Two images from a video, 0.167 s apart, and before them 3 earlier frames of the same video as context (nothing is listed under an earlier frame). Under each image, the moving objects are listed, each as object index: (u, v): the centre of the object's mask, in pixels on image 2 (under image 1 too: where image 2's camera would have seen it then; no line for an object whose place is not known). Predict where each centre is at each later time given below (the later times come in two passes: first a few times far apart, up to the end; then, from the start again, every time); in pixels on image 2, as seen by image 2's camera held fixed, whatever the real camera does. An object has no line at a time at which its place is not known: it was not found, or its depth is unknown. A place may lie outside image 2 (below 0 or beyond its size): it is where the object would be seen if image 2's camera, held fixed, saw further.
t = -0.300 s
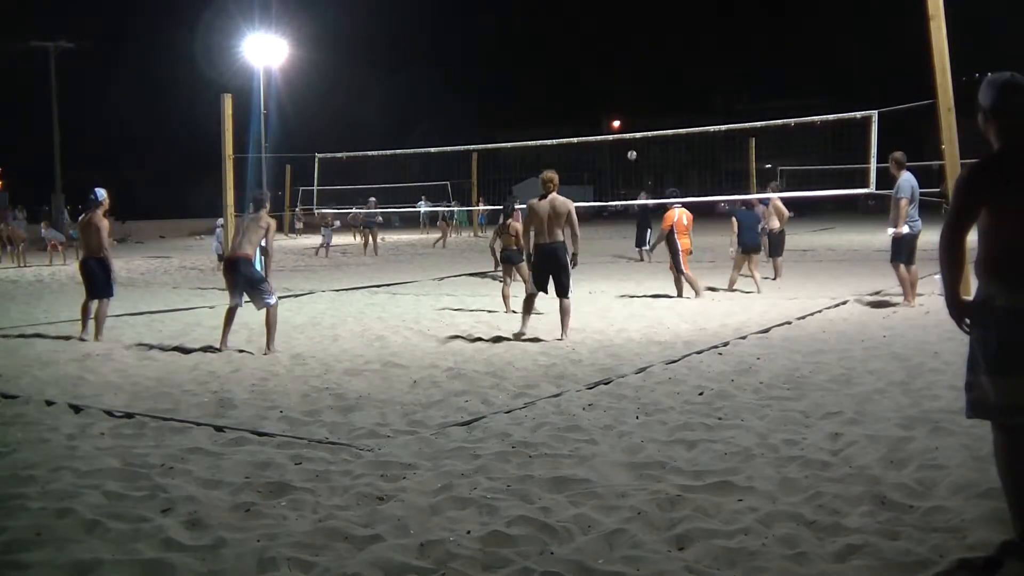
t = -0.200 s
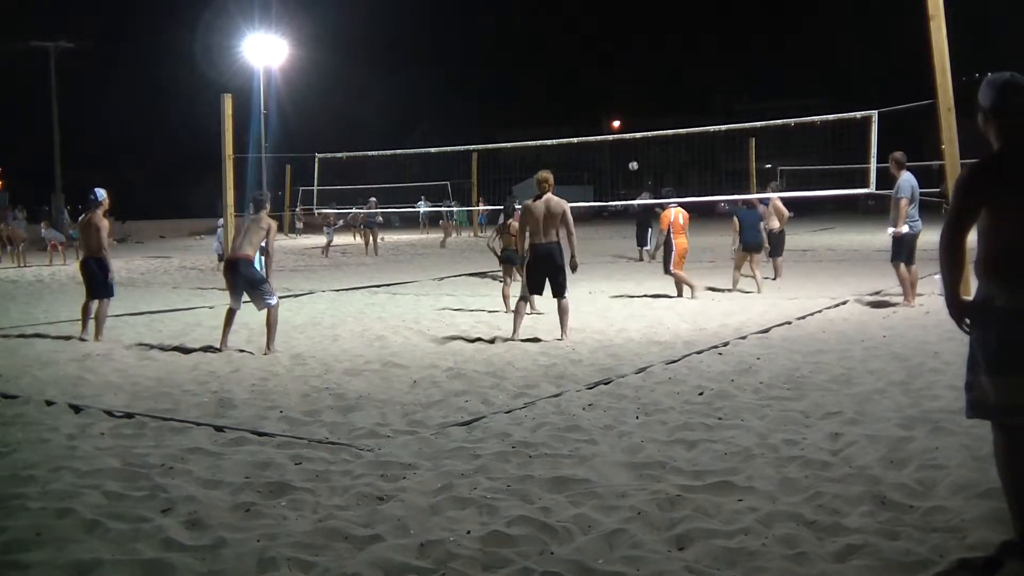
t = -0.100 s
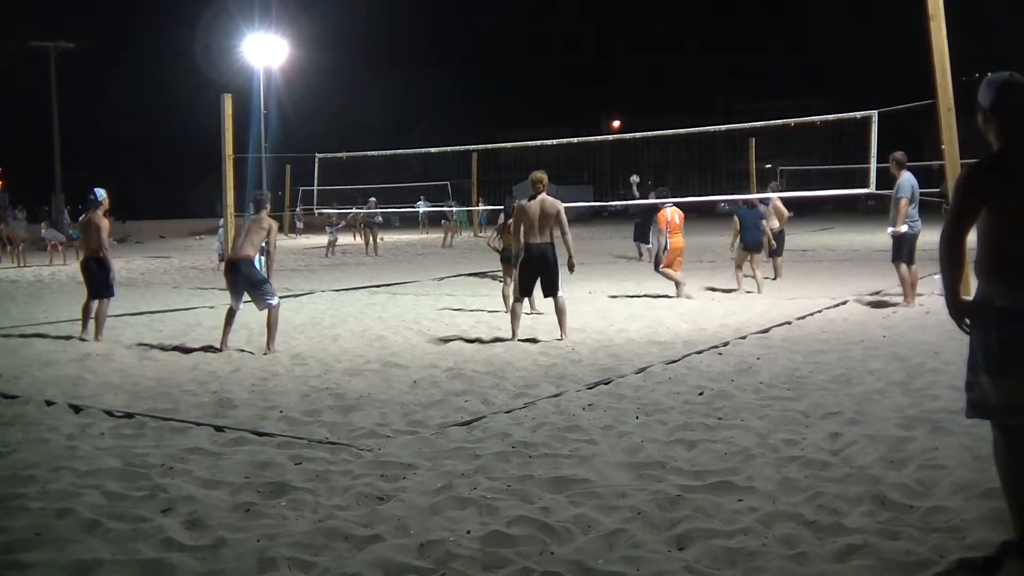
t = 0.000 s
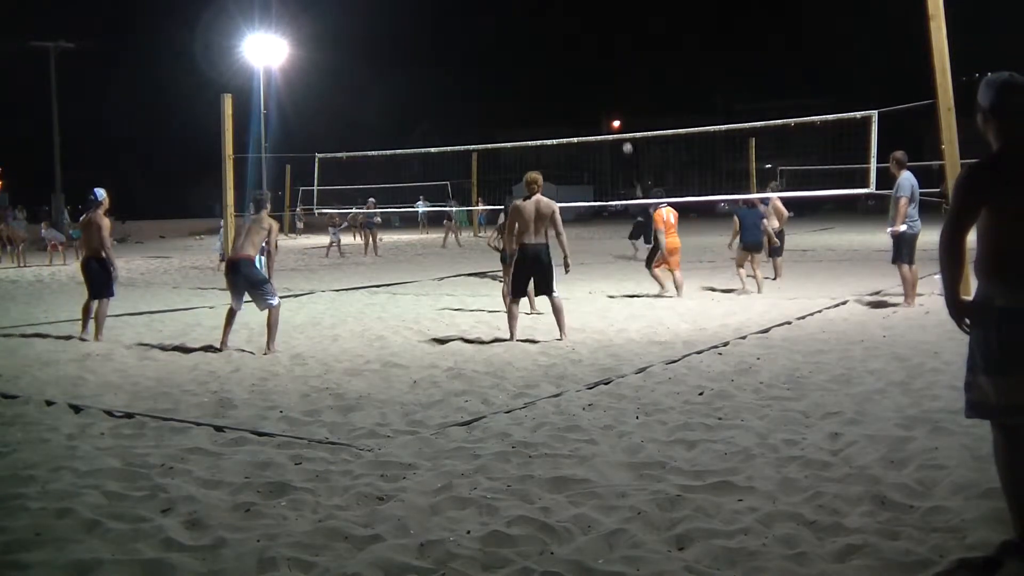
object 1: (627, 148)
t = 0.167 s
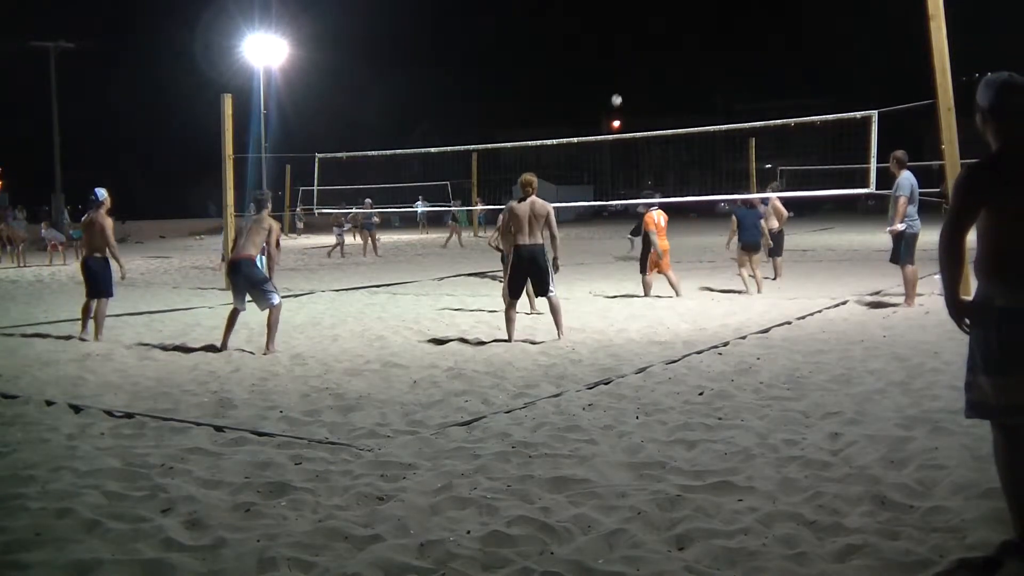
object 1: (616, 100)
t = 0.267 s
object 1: (612, 76)
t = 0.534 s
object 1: (608, 31)
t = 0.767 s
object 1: (615, 19)
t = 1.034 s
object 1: (638, 49)
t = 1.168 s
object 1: (657, 86)
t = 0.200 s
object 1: (615, 92)
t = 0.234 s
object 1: (613, 84)
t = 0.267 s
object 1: (612, 76)
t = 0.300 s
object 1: (611, 69)
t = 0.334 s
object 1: (610, 62)
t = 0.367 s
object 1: (609, 56)
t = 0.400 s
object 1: (609, 50)
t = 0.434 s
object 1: (608, 45)
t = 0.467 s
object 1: (608, 40)
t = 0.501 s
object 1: (608, 35)
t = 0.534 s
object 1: (608, 31)
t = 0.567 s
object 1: (609, 27)
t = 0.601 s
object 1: (609, 24)
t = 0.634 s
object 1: (610, 22)
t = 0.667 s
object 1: (611, 20)
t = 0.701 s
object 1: (612, 19)
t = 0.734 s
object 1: (613, 19)
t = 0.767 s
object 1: (615, 19)
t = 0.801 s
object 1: (617, 20)
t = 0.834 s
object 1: (619, 21)
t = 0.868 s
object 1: (621, 24)
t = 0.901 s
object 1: (624, 27)
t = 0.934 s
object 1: (627, 31)
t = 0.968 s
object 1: (630, 36)
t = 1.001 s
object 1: (634, 42)
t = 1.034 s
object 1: (638, 49)
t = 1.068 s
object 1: (642, 57)
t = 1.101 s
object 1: (646, 66)
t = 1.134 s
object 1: (651, 76)
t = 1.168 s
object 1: (657, 86)
